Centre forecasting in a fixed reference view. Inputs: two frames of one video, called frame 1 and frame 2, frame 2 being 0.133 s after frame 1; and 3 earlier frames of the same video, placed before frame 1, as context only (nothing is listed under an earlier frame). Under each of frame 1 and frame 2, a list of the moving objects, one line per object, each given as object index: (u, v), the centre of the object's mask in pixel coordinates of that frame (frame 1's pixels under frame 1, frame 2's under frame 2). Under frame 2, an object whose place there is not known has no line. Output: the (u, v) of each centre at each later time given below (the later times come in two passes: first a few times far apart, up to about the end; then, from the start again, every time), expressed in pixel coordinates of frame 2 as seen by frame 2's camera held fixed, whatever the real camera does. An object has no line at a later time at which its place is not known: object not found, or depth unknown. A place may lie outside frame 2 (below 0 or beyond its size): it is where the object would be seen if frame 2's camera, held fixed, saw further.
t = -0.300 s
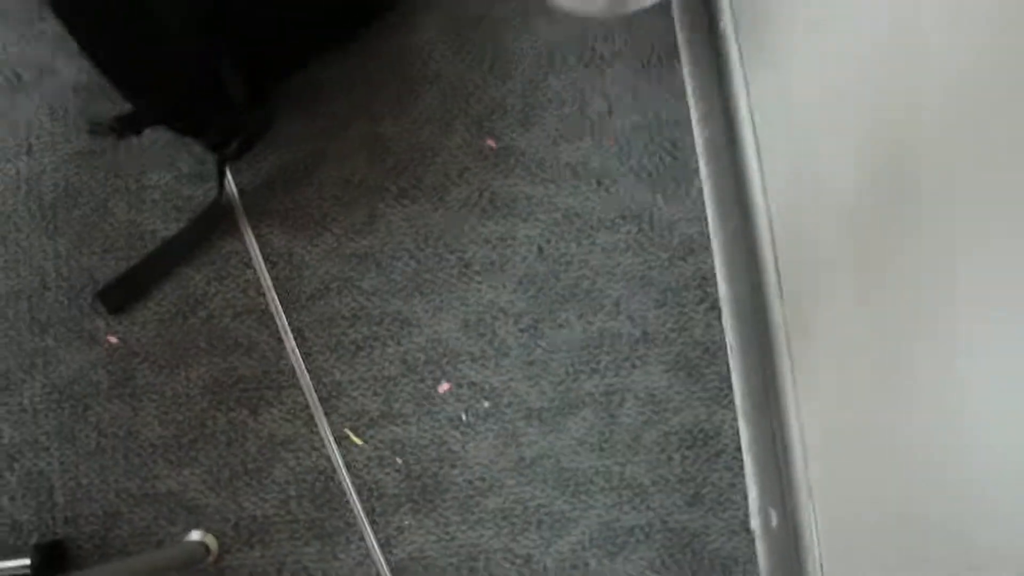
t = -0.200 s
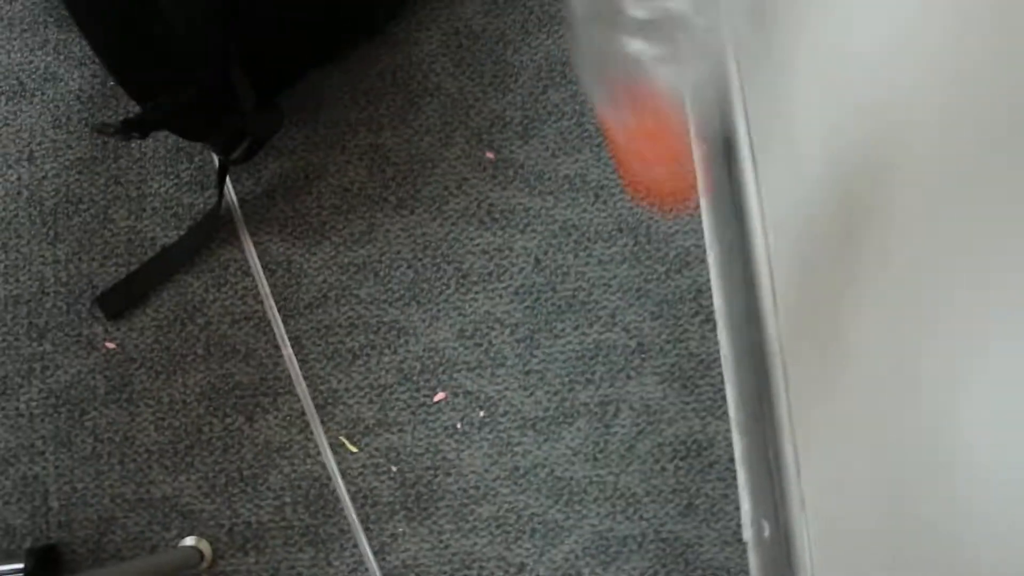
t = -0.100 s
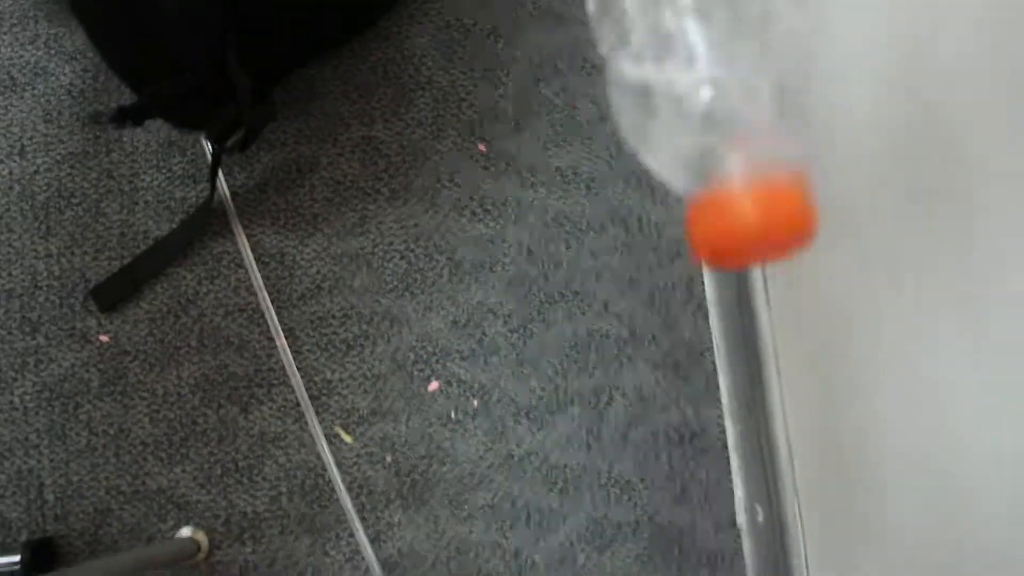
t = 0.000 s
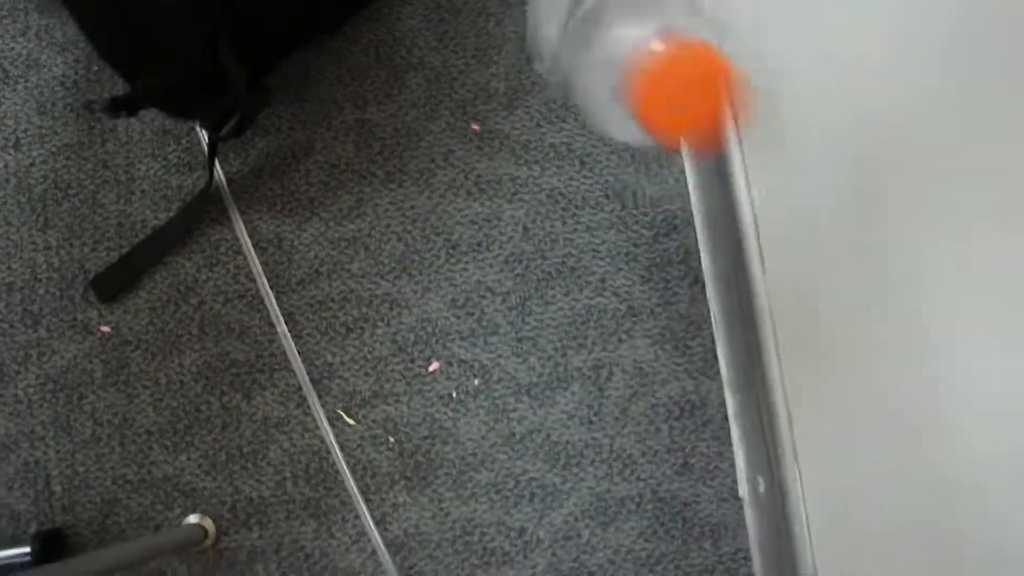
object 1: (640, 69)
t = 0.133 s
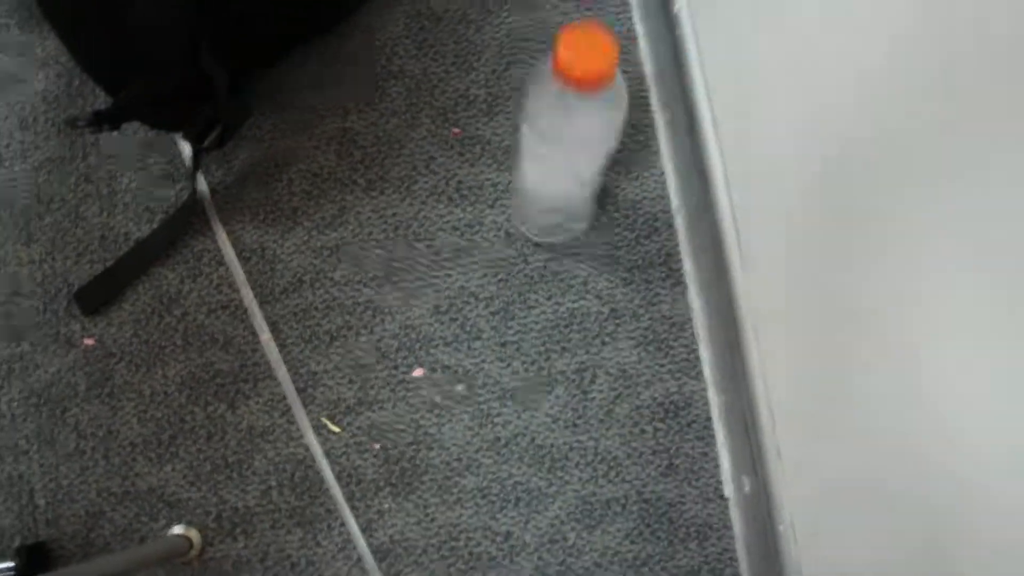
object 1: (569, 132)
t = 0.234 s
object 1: (581, 125)
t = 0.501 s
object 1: (579, 136)
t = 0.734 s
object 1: (545, 186)
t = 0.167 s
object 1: (573, 126)
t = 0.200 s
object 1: (578, 125)
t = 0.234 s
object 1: (581, 125)
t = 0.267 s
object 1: (582, 125)
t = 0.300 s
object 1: (584, 125)
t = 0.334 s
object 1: (584, 124)
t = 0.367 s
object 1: (584, 124)
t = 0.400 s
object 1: (584, 123)
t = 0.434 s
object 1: (583, 126)
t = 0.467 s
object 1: (581, 130)
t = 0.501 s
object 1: (579, 136)
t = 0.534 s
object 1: (574, 144)
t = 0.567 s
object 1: (566, 156)
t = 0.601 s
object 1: (555, 171)
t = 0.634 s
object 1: (547, 183)
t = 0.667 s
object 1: (544, 188)
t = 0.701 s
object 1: (544, 188)
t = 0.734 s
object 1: (545, 186)
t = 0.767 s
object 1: (549, 179)
